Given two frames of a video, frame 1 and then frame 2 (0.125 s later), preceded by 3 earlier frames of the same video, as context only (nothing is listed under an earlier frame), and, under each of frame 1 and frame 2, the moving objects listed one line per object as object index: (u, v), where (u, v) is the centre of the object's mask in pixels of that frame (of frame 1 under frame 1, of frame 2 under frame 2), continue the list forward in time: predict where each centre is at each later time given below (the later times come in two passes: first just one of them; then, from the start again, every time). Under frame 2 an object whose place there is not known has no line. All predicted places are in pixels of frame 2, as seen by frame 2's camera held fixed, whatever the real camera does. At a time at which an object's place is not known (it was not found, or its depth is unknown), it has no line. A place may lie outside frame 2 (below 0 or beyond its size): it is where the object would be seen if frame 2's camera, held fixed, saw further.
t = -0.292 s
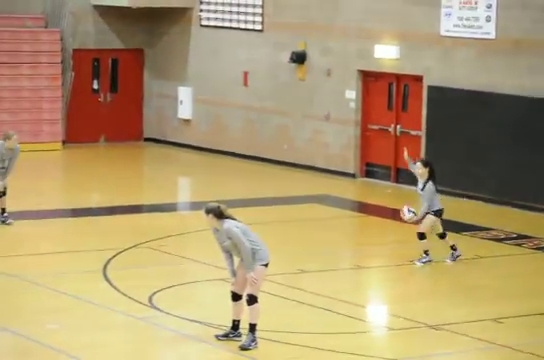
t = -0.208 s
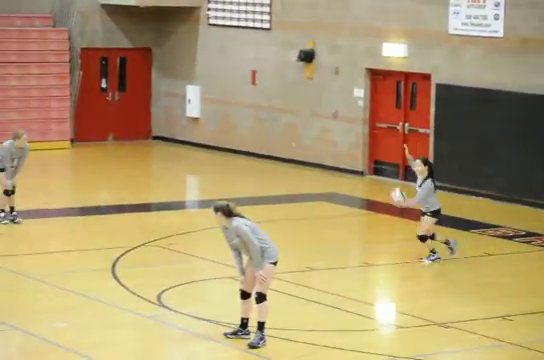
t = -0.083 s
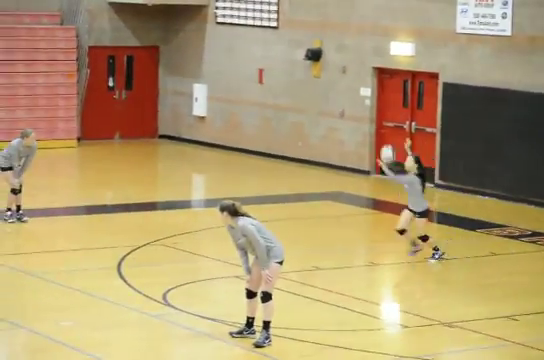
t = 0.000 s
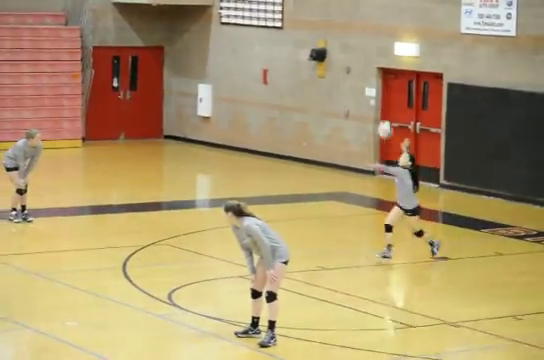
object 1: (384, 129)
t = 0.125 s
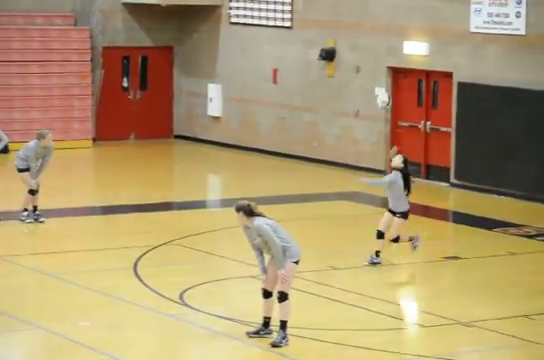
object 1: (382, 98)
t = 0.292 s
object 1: (366, 78)
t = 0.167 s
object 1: (380, 94)
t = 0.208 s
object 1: (378, 89)
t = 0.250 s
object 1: (371, 82)
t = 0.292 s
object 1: (366, 78)
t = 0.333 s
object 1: (362, 76)
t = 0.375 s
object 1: (358, 74)
